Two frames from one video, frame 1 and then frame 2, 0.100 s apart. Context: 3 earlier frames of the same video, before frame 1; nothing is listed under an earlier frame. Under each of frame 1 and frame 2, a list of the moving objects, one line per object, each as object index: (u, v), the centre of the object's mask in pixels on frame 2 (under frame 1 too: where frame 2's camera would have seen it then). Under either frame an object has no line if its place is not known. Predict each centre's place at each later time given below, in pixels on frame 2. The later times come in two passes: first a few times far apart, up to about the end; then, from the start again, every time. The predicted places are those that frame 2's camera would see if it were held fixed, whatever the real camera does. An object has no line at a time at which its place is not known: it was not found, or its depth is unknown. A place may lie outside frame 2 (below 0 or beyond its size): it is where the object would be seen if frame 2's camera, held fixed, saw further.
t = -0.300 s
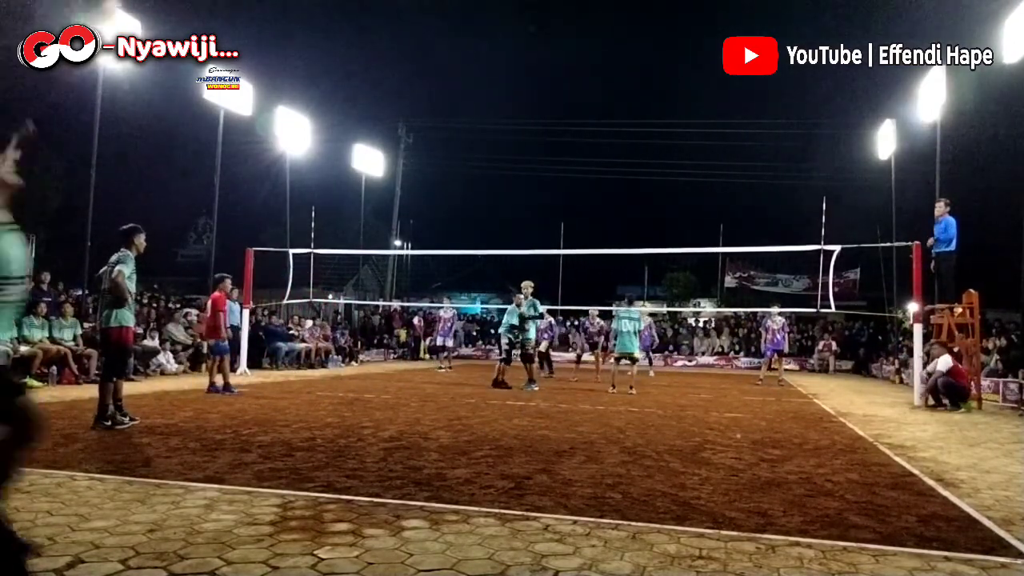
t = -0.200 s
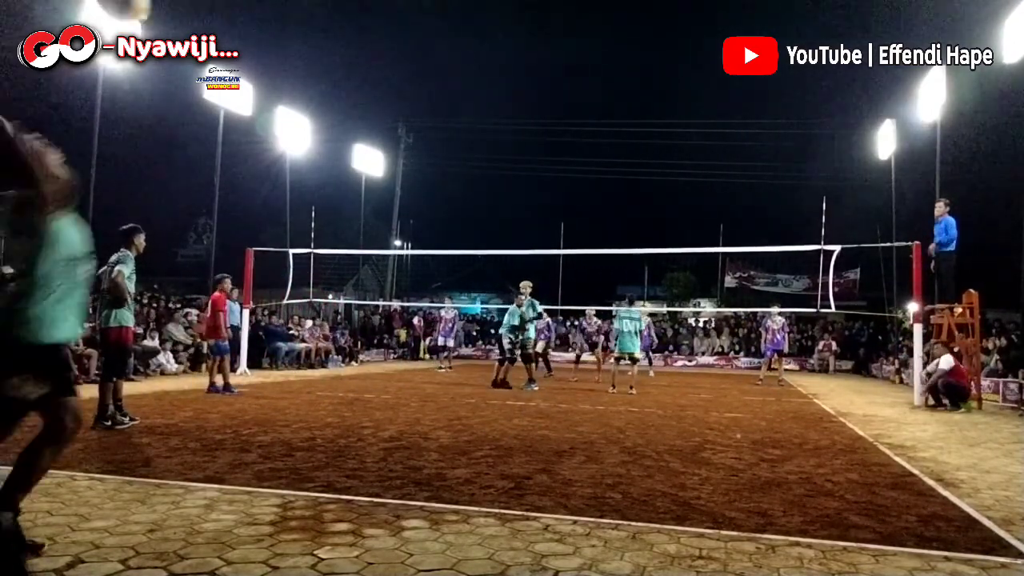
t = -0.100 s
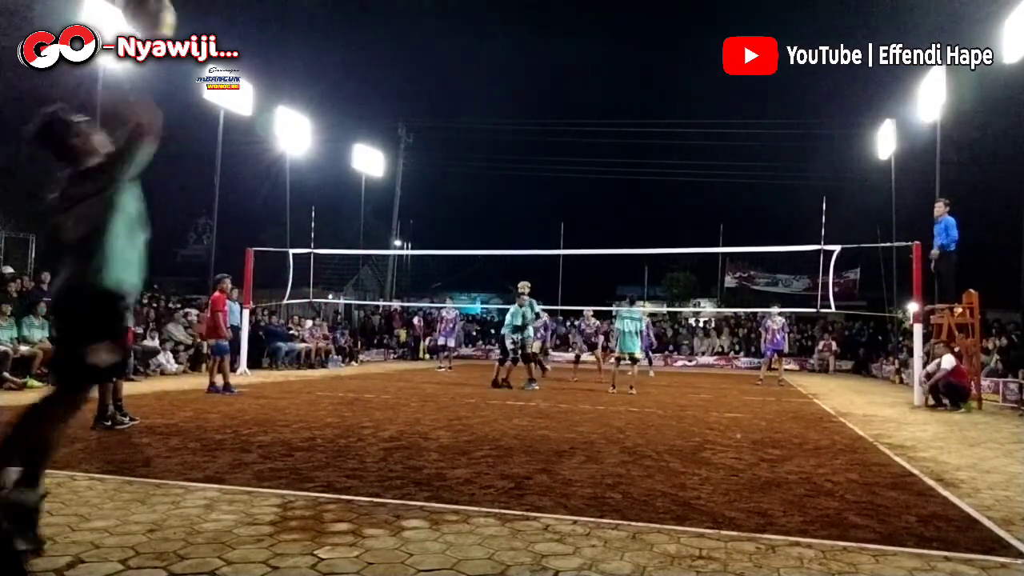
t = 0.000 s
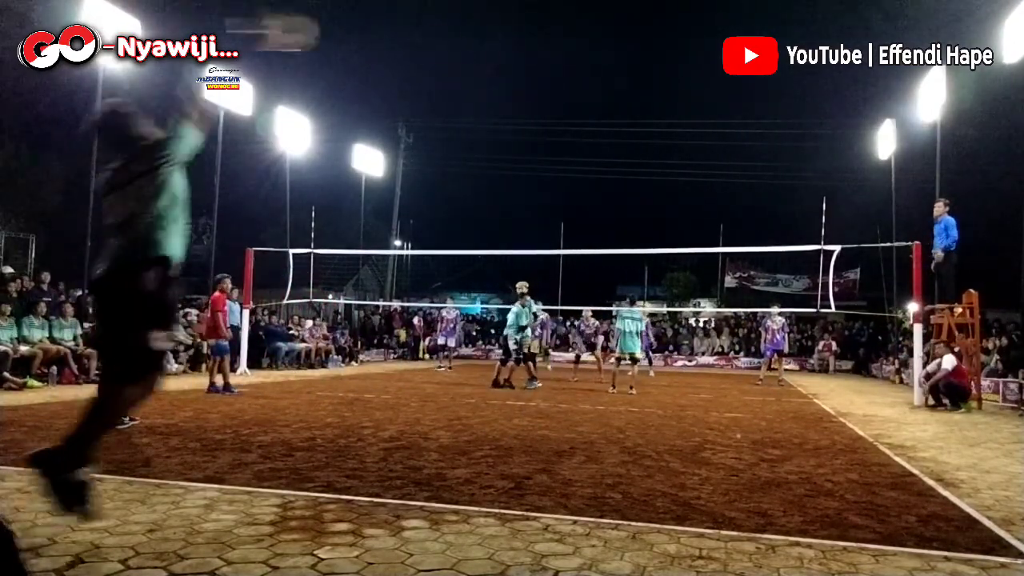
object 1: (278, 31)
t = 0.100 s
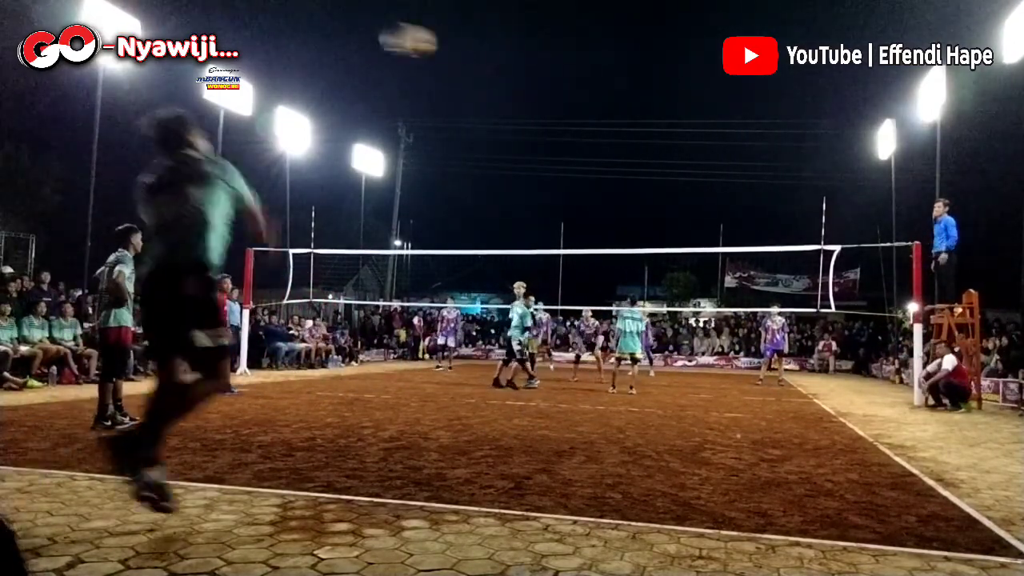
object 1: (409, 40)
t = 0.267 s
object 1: (528, 72)
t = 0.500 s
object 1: (615, 128)
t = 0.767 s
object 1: (670, 202)
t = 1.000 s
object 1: (702, 270)
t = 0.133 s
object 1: (439, 45)
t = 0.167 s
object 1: (466, 51)
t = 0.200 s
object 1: (489, 58)
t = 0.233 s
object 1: (510, 64)
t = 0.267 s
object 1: (528, 72)
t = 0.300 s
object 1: (544, 79)
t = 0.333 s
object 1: (559, 87)
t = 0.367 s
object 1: (572, 95)
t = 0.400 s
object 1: (584, 104)
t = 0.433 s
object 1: (595, 112)
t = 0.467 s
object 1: (605, 120)
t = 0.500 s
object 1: (615, 128)
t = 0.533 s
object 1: (623, 137)
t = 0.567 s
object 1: (631, 146)
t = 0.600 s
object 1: (639, 155)
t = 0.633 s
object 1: (646, 164)
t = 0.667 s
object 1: (653, 174)
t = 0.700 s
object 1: (659, 183)
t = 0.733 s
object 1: (665, 192)
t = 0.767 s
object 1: (670, 202)
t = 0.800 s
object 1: (675, 212)
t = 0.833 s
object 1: (680, 222)
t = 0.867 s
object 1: (685, 231)
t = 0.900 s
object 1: (689, 240)
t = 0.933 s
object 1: (695, 251)
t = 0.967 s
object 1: (698, 260)
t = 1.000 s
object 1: (702, 270)
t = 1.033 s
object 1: (706, 281)
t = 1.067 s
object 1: (709, 291)
